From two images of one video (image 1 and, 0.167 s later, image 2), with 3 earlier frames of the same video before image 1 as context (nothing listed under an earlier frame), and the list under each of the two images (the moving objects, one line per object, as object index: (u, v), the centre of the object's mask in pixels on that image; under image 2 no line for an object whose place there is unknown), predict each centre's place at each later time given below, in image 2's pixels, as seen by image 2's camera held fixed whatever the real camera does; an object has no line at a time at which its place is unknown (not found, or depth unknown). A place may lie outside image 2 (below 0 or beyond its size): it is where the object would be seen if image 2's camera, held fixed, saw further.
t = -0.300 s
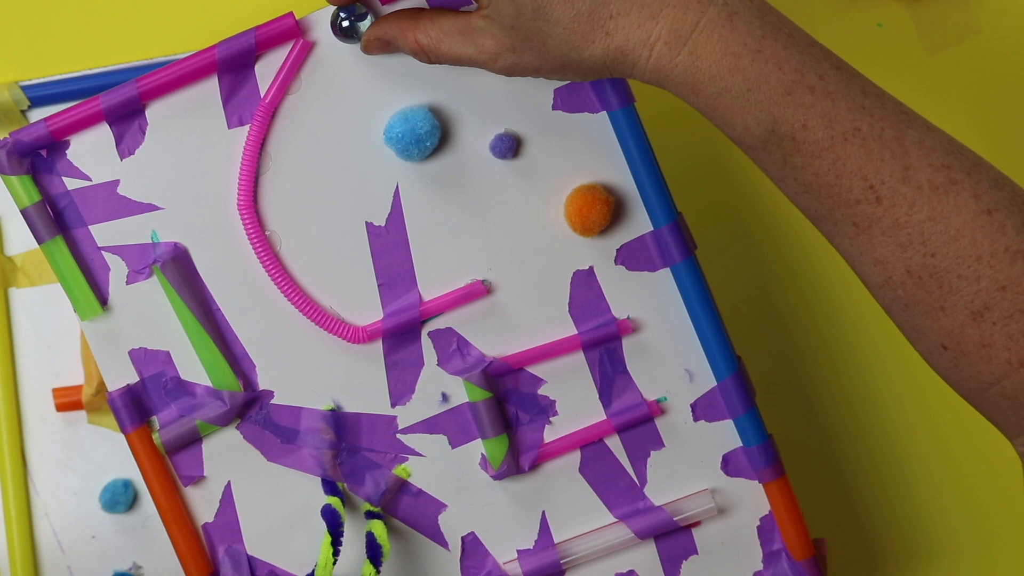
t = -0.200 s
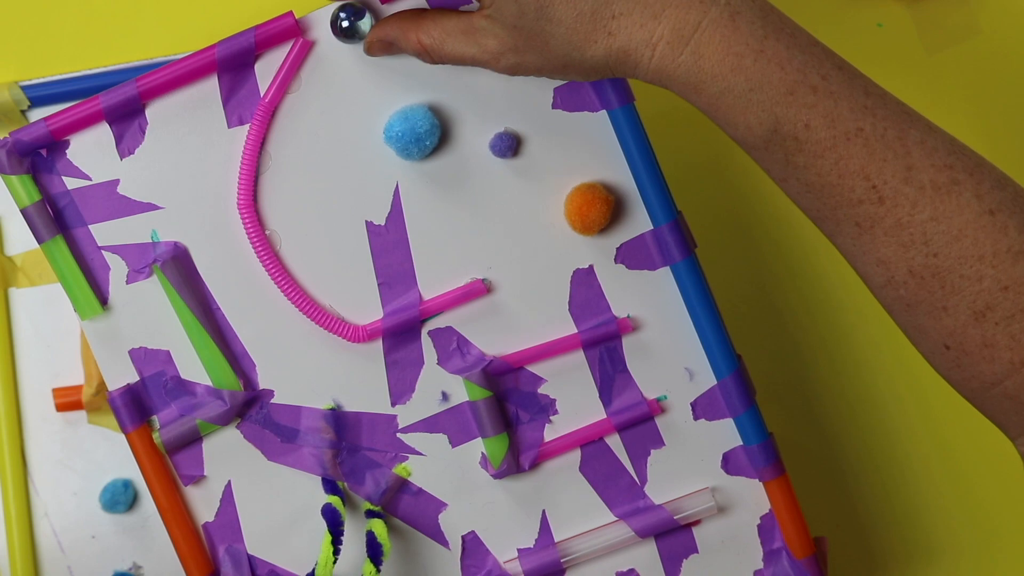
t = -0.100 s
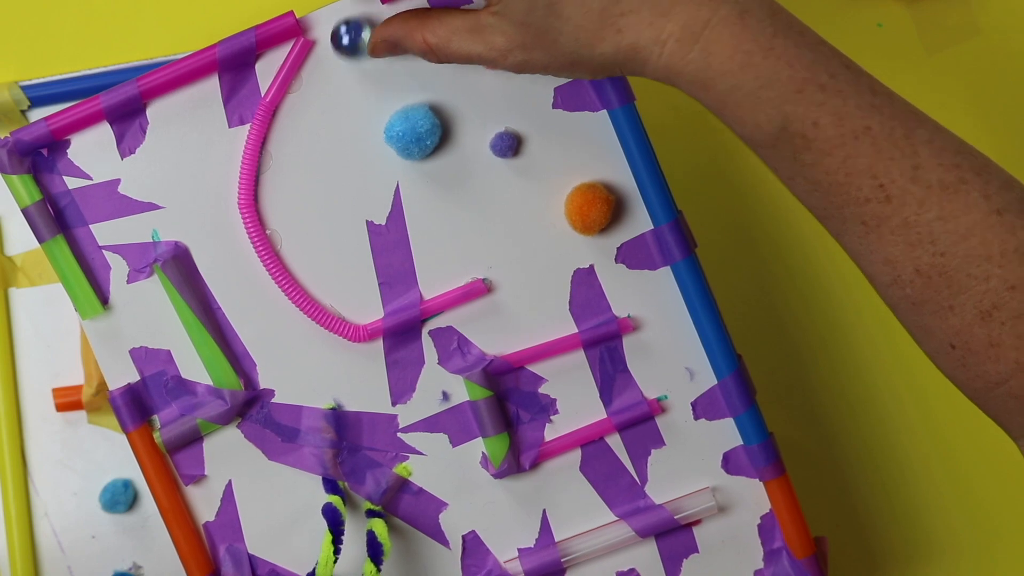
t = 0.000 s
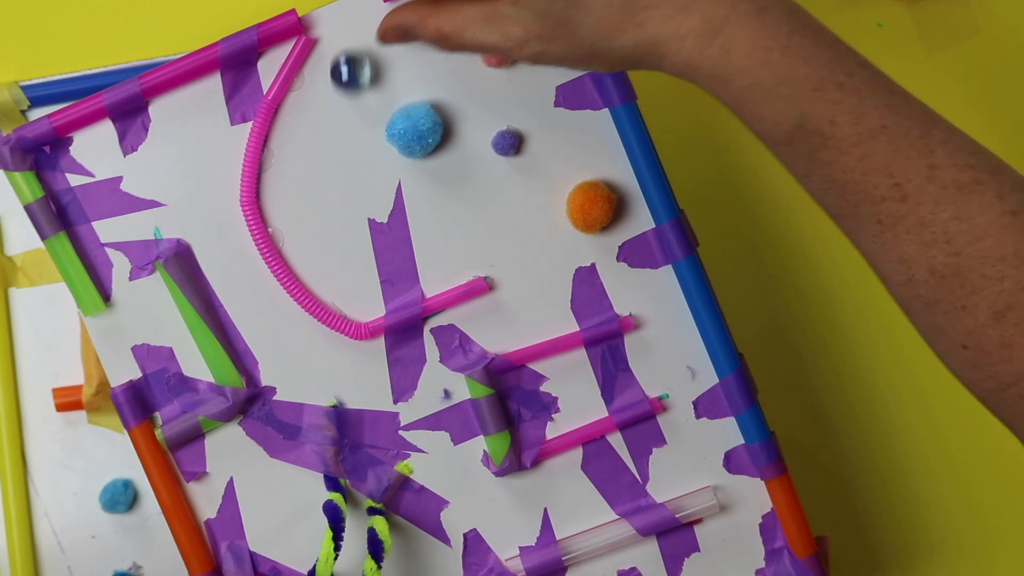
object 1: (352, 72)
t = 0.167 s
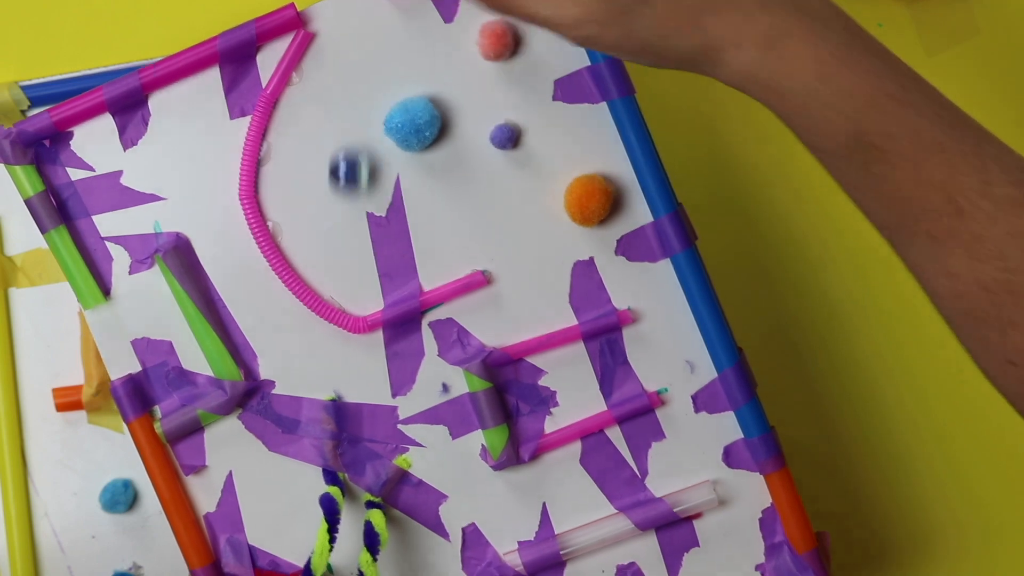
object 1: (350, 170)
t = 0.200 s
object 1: (351, 198)
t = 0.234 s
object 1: (349, 228)
